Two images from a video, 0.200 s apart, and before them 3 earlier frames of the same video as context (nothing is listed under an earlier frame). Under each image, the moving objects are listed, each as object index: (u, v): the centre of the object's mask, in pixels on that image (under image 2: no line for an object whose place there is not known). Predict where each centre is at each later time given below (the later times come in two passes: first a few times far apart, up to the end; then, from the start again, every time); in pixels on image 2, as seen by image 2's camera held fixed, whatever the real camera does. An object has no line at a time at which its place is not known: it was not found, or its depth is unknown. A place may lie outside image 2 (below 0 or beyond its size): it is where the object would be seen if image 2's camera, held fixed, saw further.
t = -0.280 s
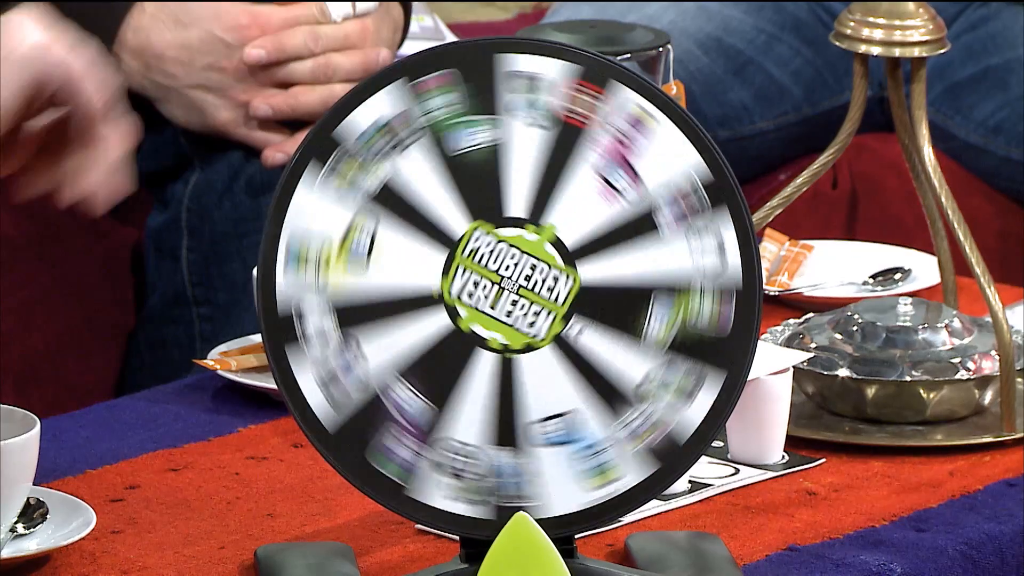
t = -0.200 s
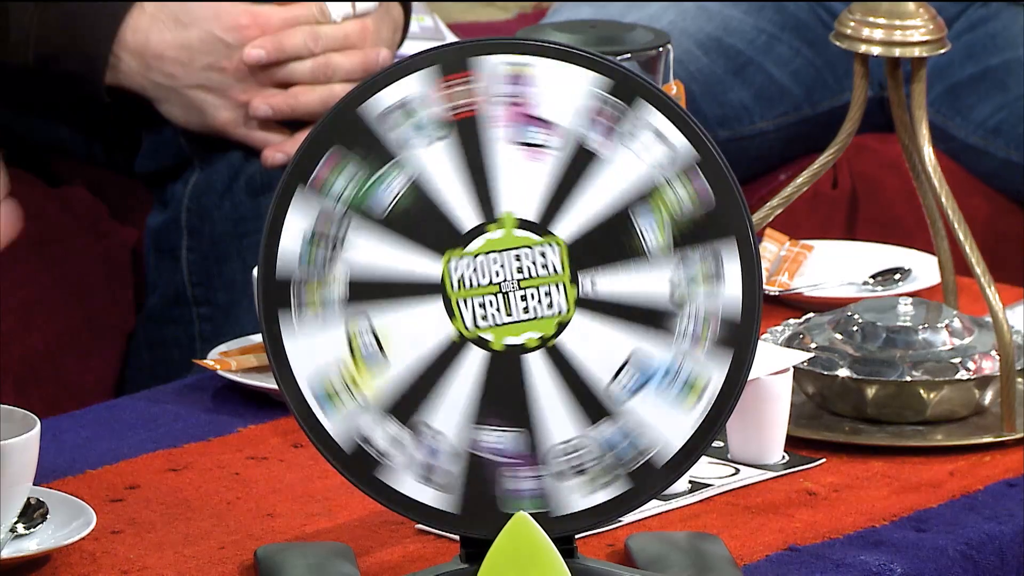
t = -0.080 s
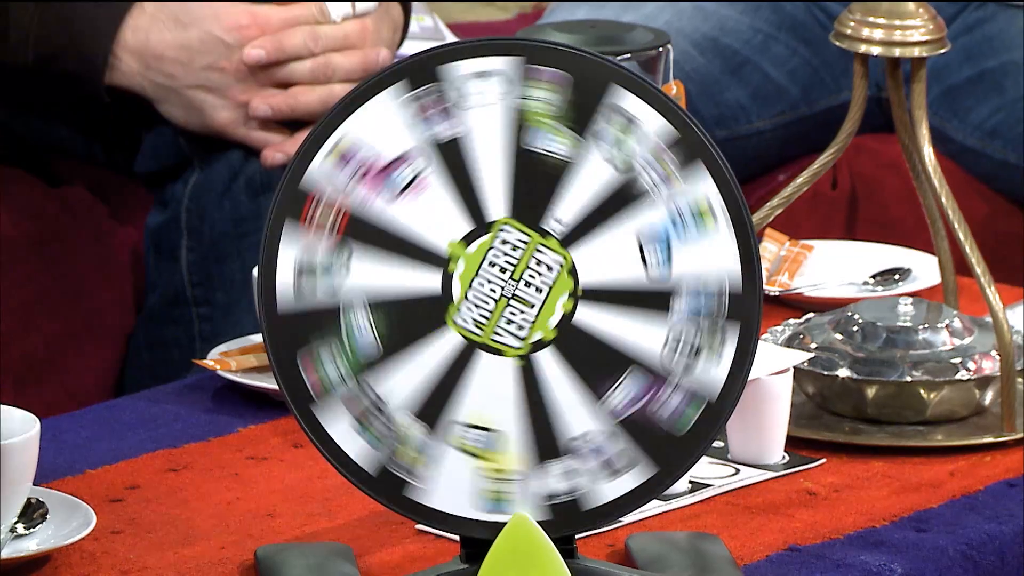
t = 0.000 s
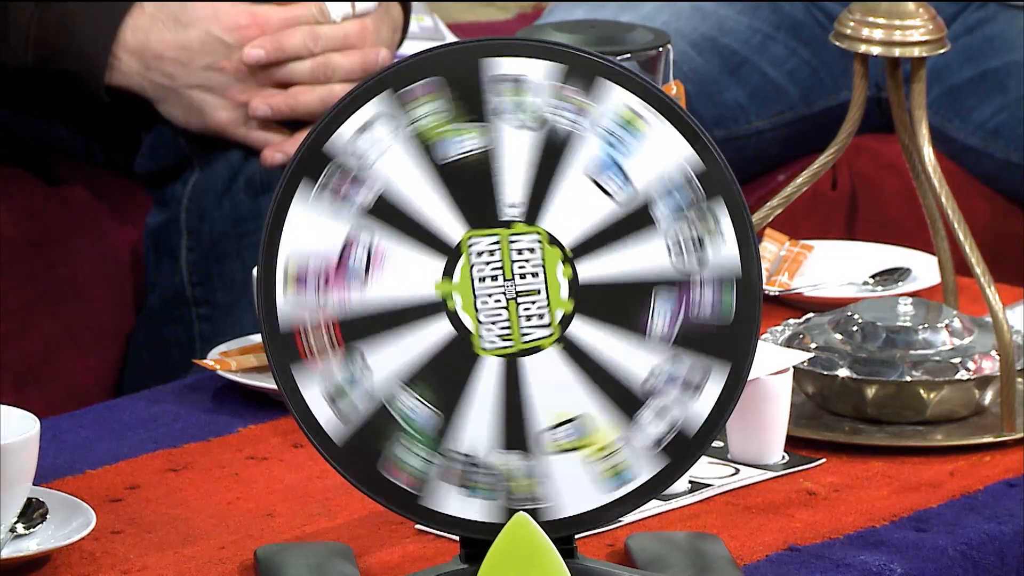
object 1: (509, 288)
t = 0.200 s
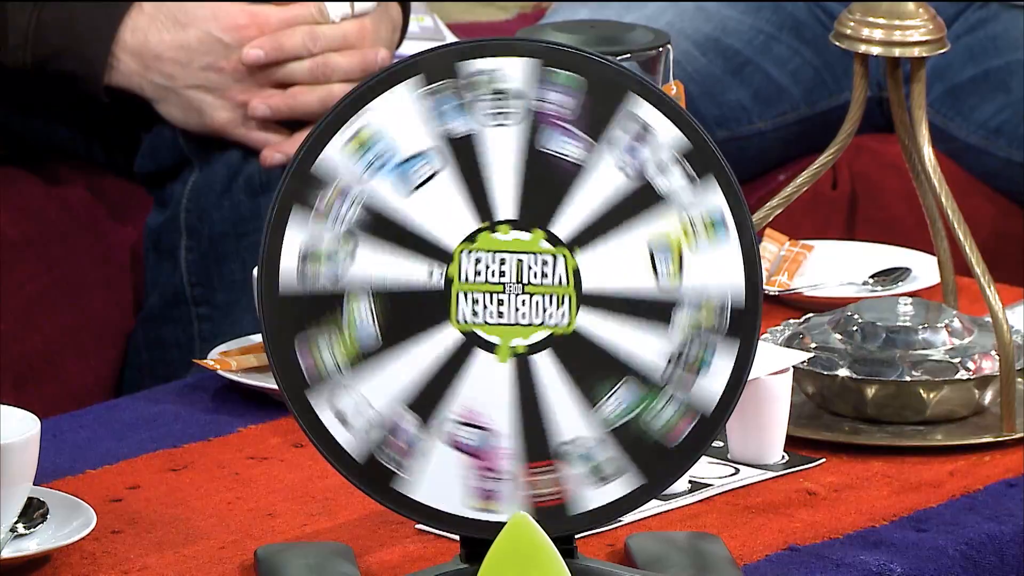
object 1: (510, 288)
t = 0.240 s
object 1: (510, 288)
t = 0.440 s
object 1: (509, 288)
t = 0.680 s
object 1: (509, 288)
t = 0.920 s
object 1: (510, 288)
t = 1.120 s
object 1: (509, 288)
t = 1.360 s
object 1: (510, 288)
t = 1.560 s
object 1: (510, 288)
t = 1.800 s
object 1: (509, 288)
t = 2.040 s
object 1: (509, 288)
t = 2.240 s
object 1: (510, 288)
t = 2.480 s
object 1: (510, 288)
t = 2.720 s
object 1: (510, 288)
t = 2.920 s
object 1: (510, 288)
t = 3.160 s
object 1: (509, 288)
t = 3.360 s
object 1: (509, 289)
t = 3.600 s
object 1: (509, 289)
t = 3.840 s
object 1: (509, 298)
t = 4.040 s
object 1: (510, 314)
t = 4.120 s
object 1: (511, 322)
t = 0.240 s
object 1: (510, 288)
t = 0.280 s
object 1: (510, 288)
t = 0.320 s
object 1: (510, 288)
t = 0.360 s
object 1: (510, 288)
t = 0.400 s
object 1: (509, 288)
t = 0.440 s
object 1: (509, 288)
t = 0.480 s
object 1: (509, 288)
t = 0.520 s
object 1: (510, 288)
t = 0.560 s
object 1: (509, 288)
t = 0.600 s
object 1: (509, 288)
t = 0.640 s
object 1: (509, 288)
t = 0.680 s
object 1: (509, 288)
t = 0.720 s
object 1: (509, 288)
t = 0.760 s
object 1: (509, 288)
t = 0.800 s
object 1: (509, 288)
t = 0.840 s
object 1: (509, 288)
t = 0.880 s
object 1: (510, 288)
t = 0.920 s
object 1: (510, 288)
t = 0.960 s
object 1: (509, 288)
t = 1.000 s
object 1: (510, 288)
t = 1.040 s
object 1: (510, 288)
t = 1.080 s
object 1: (510, 288)
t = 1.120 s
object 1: (509, 288)
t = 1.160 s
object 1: (510, 288)
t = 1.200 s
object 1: (509, 288)
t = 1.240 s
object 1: (509, 288)
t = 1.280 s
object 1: (510, 288)
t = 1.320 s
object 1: (510, 288)
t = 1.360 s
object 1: (510, 288)
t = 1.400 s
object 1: (510, 288)
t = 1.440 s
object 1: (510, 288)
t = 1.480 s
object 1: (510, 288)
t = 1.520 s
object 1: (509, 288)
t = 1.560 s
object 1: (510, 288)
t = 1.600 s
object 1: (509, 288)
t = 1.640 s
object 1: (509, 288)
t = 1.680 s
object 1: (509, 288)
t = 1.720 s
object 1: (509, 288)
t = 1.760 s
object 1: (509, 288)
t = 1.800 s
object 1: (509, 288)
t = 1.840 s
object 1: (509, 288)
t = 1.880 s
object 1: (509, 288)
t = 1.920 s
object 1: (509, 288)
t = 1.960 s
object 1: (509, 288)
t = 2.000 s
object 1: (509, 288)
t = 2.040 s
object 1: (509, 288)
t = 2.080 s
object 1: (509, 288)
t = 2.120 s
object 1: (509, 288)
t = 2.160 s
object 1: (510, 288)
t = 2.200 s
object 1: (510, 288)
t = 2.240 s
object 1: (510, 288)
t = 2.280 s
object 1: (510, 288)
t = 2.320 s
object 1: (510, 288)
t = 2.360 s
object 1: (510, 288)
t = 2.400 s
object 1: (510, 288)
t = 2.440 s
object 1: (510, 288)
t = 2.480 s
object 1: (510, 288)
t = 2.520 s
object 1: (510, 288)
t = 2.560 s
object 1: (510, 288)
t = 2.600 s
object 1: (510, 288)
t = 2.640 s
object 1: (510, 288)
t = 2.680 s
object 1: (510, 288)
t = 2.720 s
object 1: (510, 288)
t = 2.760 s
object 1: (510, 288)
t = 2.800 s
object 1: (510, 288)
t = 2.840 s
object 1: (509, 288)
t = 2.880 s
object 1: (509, 288)
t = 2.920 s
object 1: (510, 288)
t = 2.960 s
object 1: (509, 288)
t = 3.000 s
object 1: (510, 288)
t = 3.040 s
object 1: (510, 288)
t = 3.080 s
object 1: (510, 288)
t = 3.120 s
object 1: (509, 288)
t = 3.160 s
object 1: (509, 288)
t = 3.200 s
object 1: (509, 288)
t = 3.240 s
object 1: (509, 288)
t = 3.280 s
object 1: (509, 289)
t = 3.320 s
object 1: (509, 289)
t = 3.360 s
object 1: (509, 289)
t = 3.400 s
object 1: (509, 289)
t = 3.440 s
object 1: (509, 289)
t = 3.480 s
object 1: (509, 289)
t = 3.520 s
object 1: (509, 289)
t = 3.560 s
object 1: (508, 289)
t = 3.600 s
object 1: (509, 289)
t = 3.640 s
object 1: (508, 289)
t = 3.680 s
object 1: (508, 290)
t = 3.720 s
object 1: (508, 292)
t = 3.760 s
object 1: (509, 294)
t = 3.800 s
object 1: (509, 296)
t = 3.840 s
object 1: (509, 298)
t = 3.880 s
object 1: (509, 301)
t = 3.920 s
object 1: (509, 304)
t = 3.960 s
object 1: (509, 307)
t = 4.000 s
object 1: (509, 311)
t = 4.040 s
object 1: (510, 314)
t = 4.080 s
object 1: (510, 318)
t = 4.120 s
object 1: (511, 322)
